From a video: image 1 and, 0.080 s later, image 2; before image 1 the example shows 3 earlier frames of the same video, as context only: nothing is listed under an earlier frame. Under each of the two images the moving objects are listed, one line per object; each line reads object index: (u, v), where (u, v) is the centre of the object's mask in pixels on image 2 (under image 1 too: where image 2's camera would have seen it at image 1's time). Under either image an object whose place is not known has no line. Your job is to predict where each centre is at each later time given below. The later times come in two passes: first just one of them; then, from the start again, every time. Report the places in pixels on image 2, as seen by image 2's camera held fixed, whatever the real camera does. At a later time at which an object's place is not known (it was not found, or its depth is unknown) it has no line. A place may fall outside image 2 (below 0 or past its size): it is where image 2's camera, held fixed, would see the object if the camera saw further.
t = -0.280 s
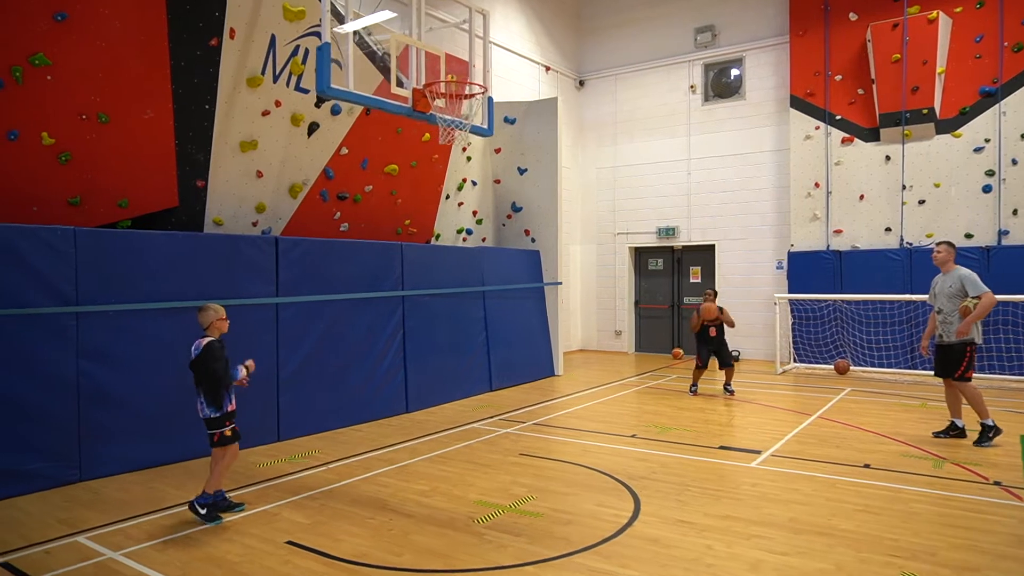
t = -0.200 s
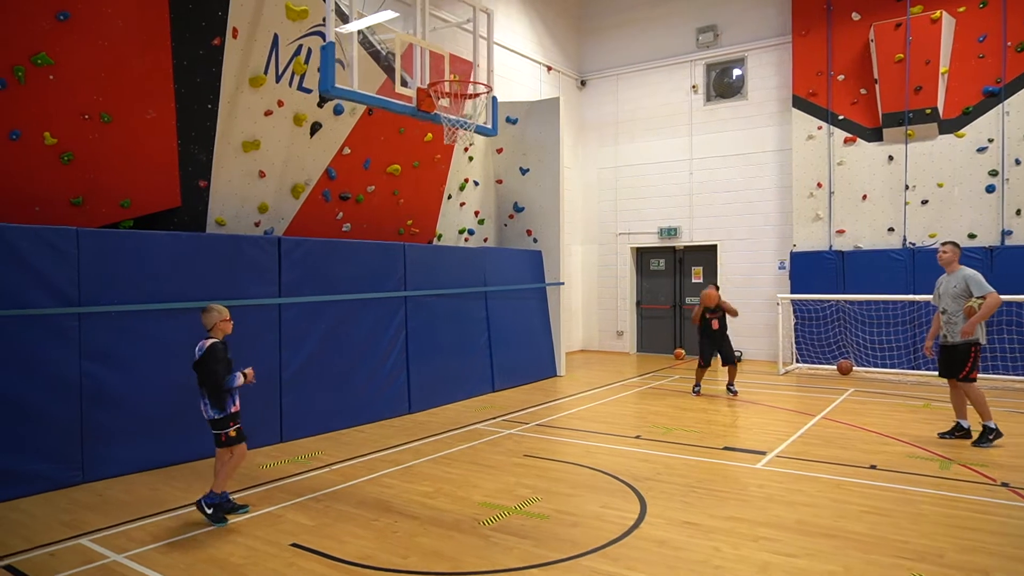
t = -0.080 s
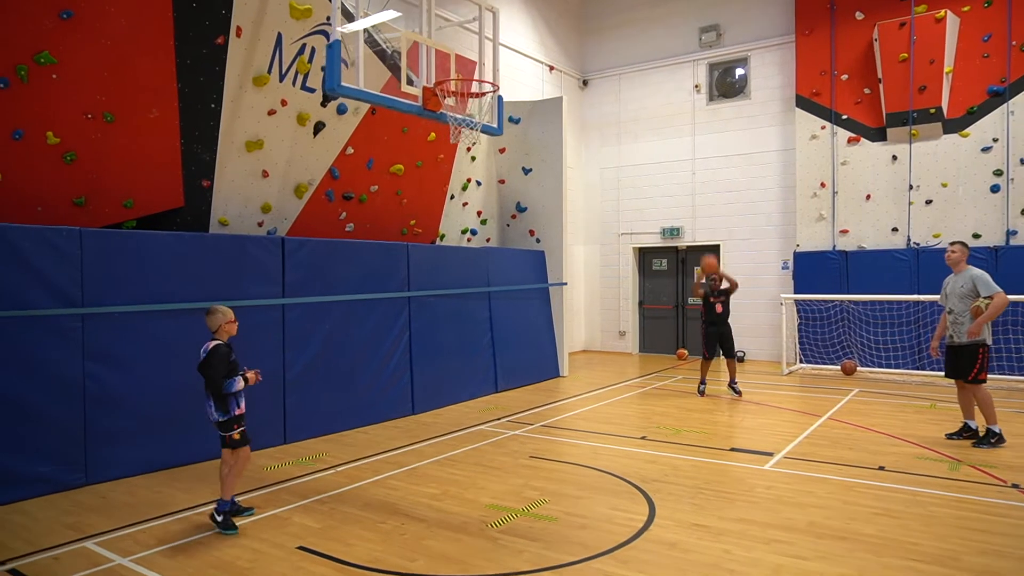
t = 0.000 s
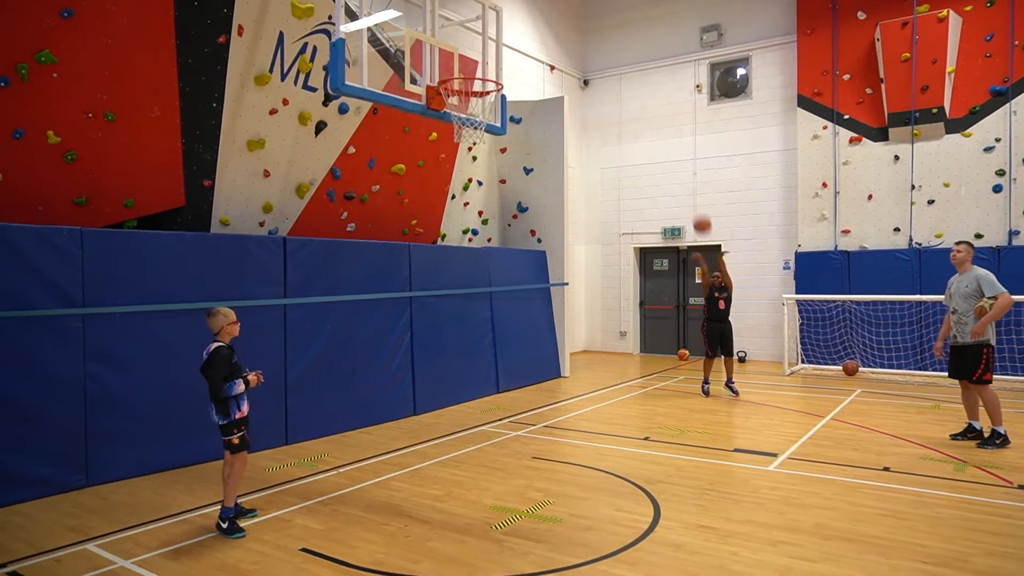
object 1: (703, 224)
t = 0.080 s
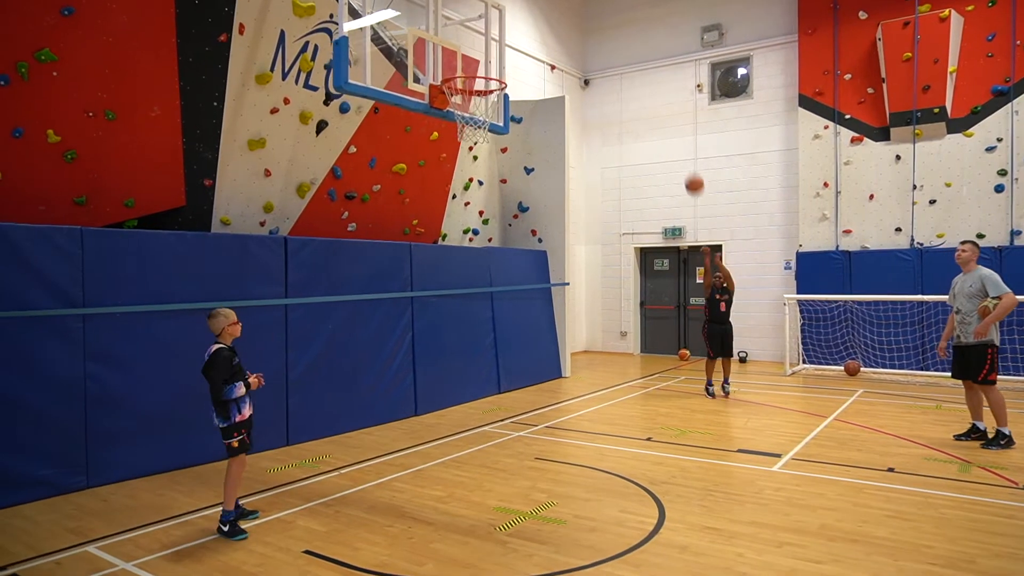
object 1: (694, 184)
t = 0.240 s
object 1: (675, 112)
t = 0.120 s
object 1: (690, 165)
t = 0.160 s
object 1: (685, 146)
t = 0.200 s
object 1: (680, 129)
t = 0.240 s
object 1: (675, 112)
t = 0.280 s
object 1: (670, 96)
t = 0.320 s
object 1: (665, 81)
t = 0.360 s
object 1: (658, 67)
